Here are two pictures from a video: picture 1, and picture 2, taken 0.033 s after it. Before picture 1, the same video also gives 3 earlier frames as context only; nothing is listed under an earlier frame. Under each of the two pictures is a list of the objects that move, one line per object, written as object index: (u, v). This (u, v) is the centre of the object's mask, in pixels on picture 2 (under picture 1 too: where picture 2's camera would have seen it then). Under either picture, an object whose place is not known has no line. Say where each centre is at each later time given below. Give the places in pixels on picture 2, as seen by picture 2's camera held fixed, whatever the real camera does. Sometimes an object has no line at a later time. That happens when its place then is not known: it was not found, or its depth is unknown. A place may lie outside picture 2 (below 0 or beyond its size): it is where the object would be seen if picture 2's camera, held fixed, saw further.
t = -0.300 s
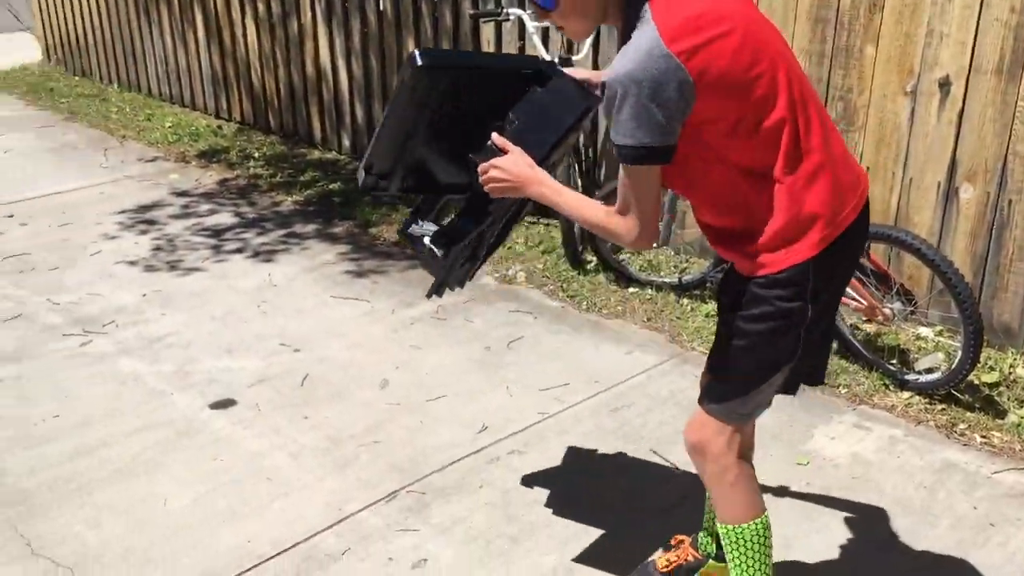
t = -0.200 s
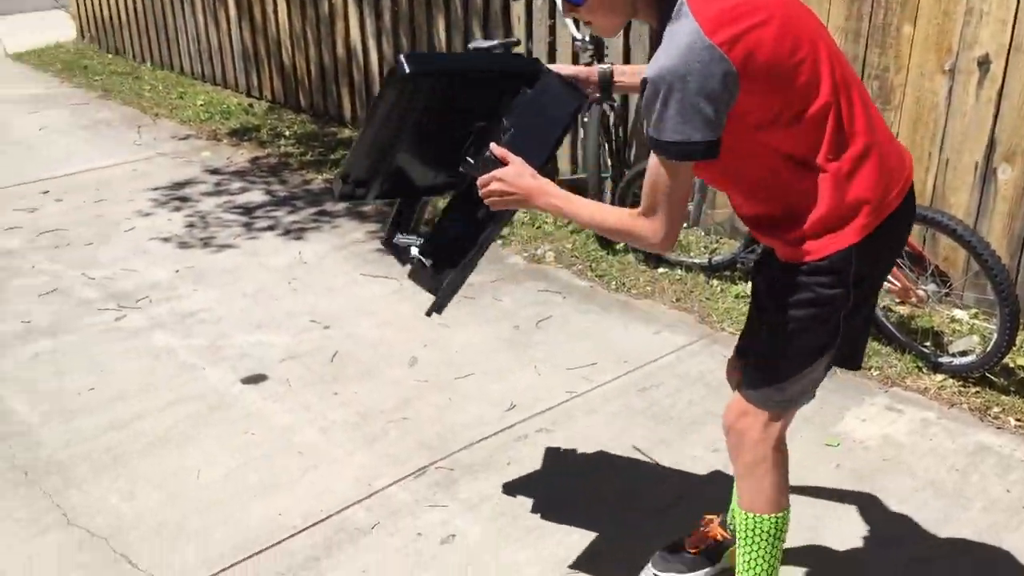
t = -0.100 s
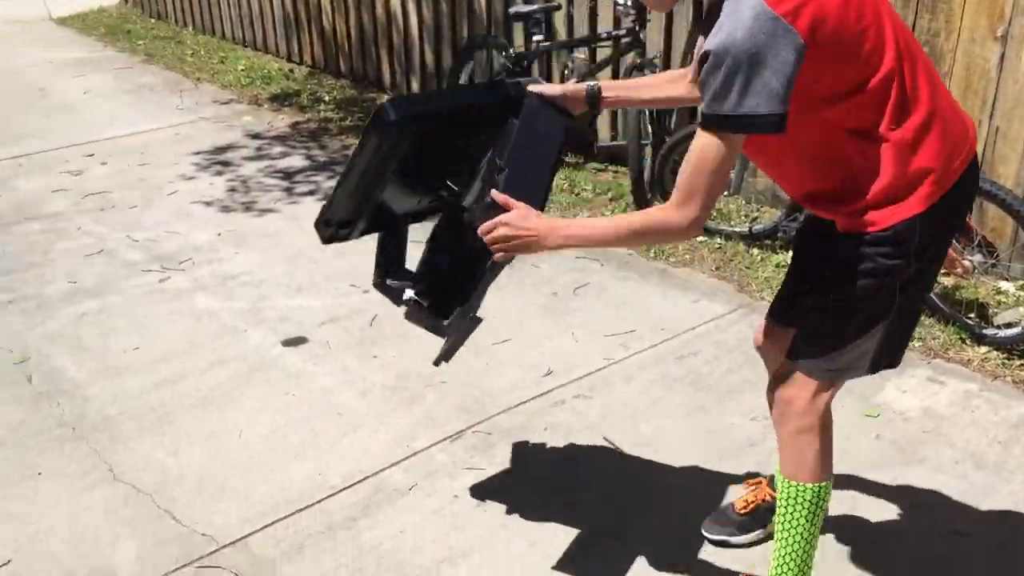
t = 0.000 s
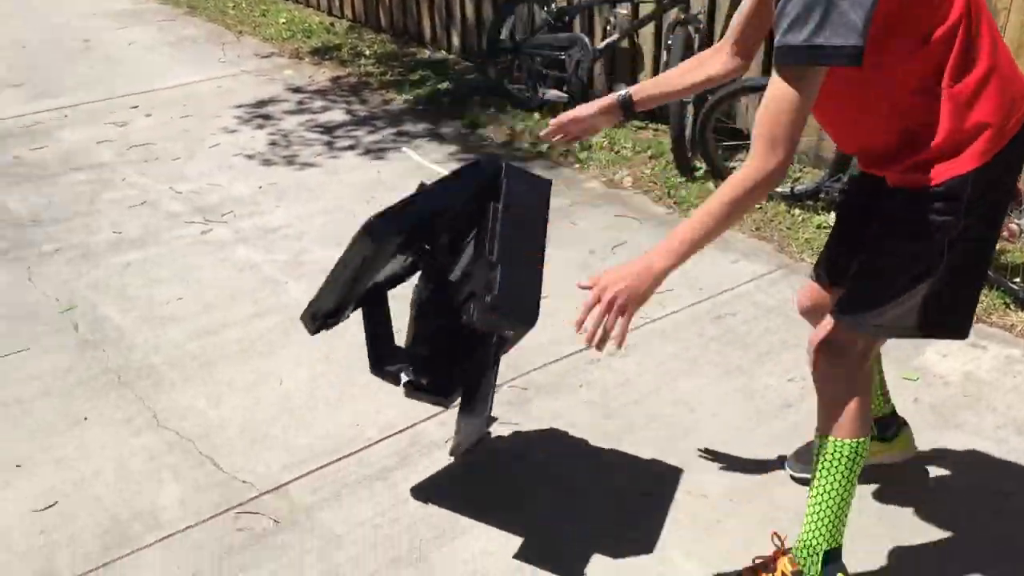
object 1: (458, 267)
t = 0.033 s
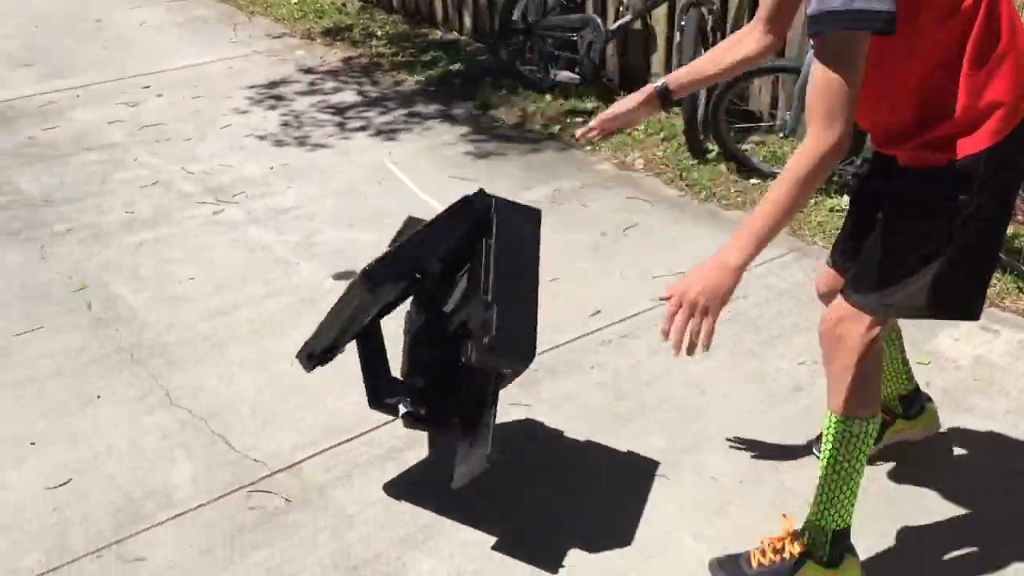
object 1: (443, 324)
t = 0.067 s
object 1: (430, 378)
